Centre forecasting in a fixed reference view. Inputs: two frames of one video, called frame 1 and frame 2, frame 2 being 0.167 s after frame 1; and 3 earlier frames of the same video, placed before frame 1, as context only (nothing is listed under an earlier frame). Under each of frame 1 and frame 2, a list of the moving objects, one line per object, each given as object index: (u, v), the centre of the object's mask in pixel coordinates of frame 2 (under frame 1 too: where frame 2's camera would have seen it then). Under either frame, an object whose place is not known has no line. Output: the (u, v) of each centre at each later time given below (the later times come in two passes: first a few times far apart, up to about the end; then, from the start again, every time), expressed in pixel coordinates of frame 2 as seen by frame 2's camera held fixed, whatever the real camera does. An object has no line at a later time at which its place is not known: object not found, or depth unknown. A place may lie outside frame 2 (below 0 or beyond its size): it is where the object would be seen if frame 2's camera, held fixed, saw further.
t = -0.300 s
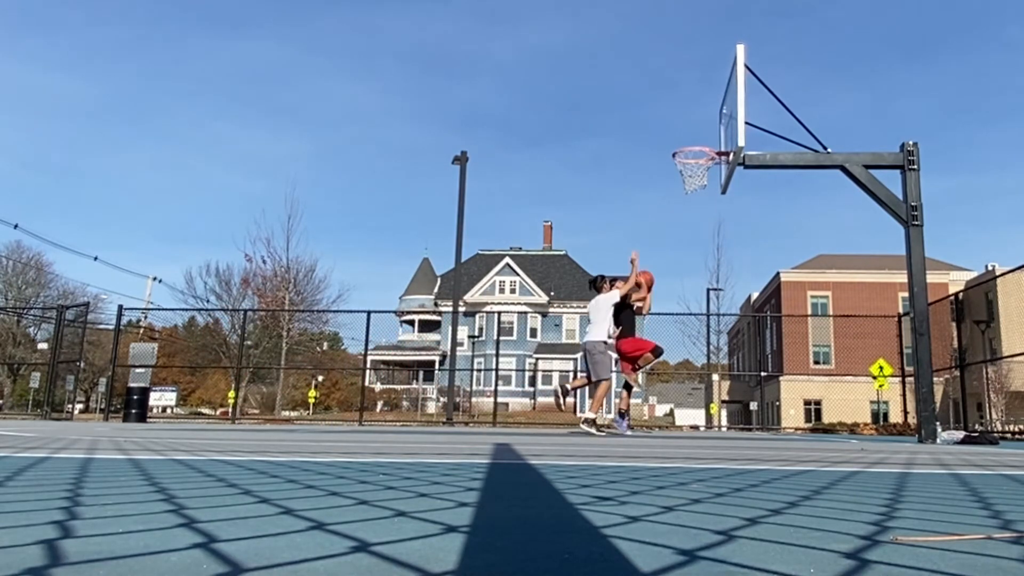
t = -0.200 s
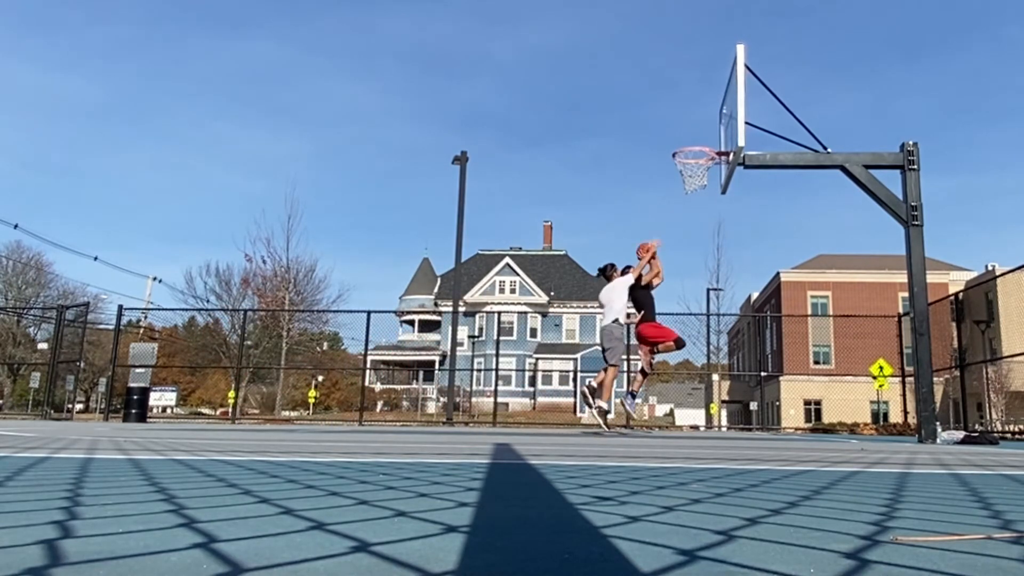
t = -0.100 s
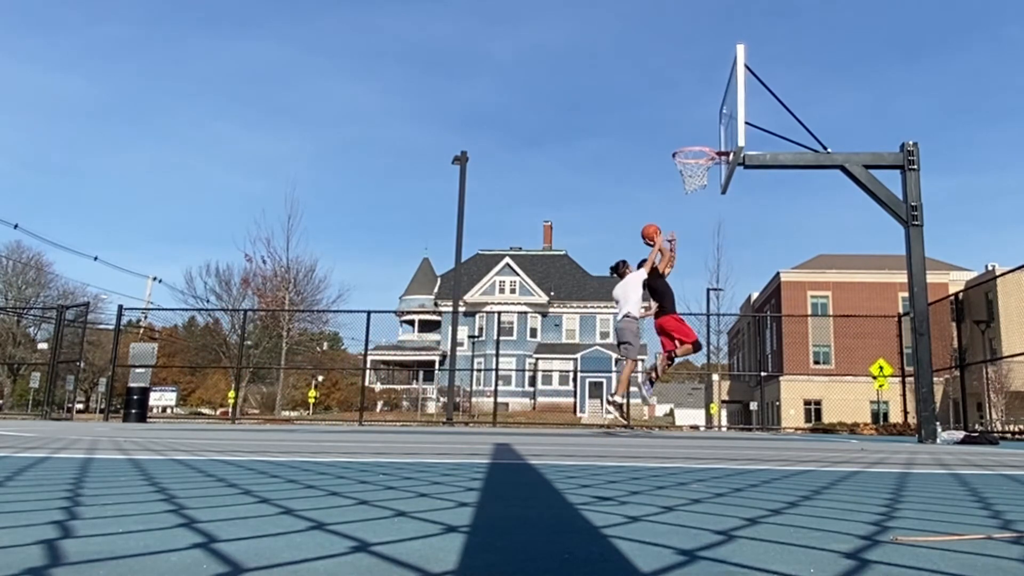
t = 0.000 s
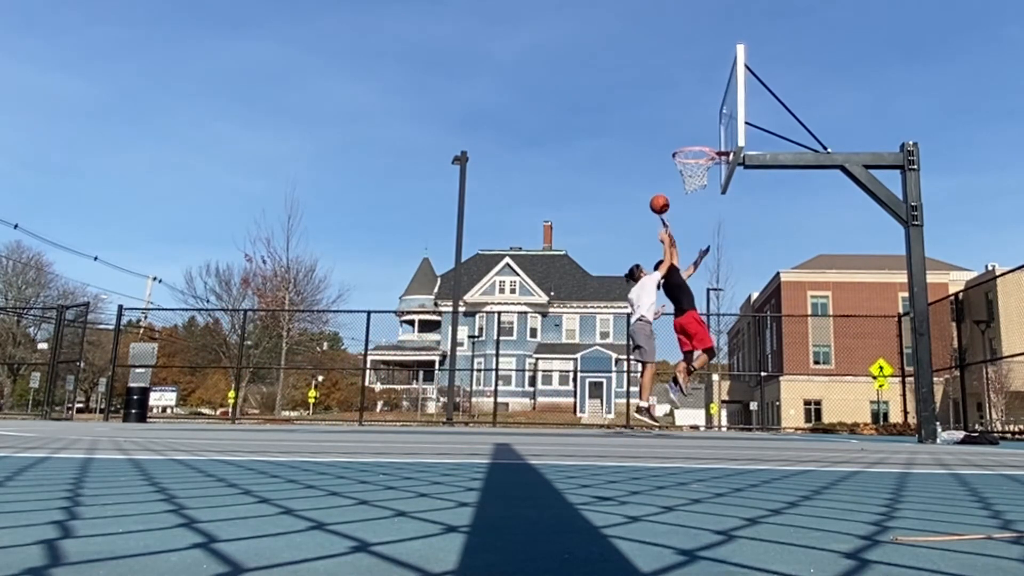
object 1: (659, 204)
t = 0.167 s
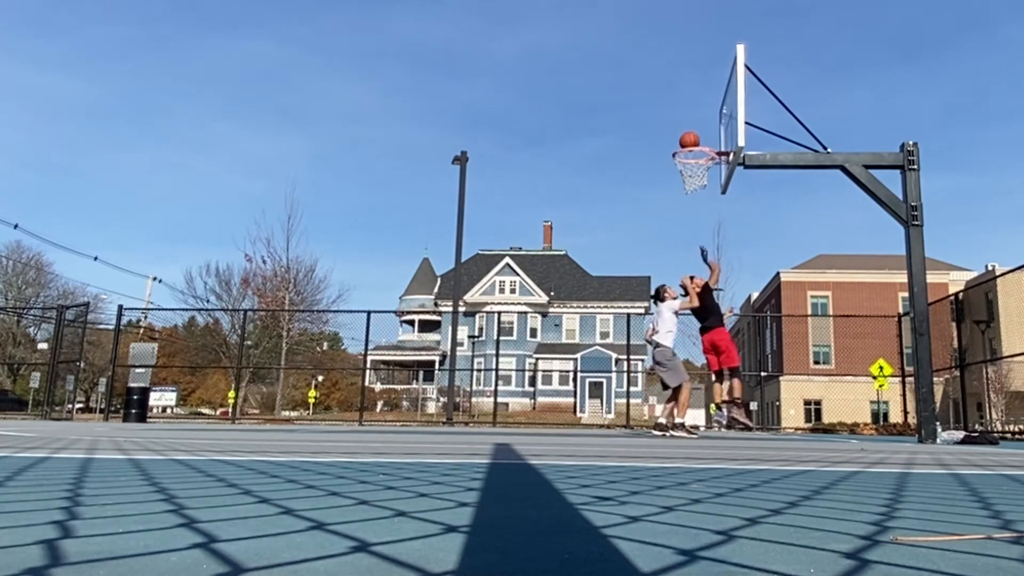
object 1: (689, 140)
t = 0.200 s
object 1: (695, 131)
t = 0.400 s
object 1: (705, 99)
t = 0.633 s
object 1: (674, 120)
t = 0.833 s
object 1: (647, 176)
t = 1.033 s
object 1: (617, 273)
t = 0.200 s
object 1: (695, 131)
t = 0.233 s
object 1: (702, 122)
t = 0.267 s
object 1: (708, 113)
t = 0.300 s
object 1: (714, 105)
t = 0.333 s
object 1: (713, 101)
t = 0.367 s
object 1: (709, 100)
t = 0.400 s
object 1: (705, 99)
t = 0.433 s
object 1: (700, 100)
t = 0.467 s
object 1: (696, 101)
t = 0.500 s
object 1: (692, 103)
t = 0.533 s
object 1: (687, 106)
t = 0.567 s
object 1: (683, 109)
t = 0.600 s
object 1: (679, 114)
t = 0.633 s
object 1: (674, 120)
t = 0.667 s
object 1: (670, 126)
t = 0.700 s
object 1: (665, 134)
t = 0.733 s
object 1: (661, 143)
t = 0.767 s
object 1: (656, 153)
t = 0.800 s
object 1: (652, 164)
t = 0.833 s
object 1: (647, 176)
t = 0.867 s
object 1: (642, 189)
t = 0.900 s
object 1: (637, 203)
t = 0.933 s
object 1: (632, 219)
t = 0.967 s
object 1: (627, 236)
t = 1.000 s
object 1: (622, 254)
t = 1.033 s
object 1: (617, 273)
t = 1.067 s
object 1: (611, 294)
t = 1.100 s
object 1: (605, 316)
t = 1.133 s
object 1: (599, 340)
